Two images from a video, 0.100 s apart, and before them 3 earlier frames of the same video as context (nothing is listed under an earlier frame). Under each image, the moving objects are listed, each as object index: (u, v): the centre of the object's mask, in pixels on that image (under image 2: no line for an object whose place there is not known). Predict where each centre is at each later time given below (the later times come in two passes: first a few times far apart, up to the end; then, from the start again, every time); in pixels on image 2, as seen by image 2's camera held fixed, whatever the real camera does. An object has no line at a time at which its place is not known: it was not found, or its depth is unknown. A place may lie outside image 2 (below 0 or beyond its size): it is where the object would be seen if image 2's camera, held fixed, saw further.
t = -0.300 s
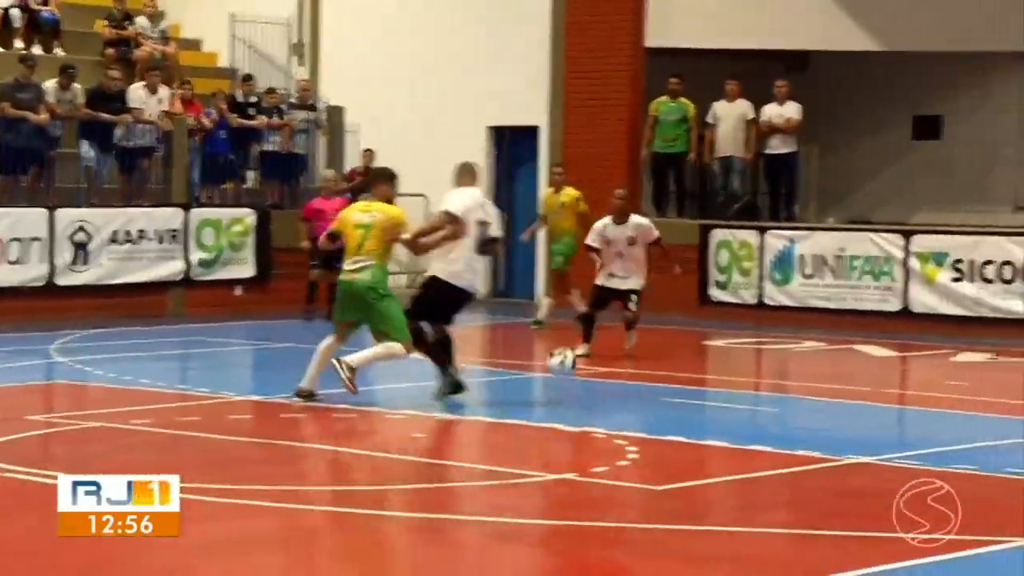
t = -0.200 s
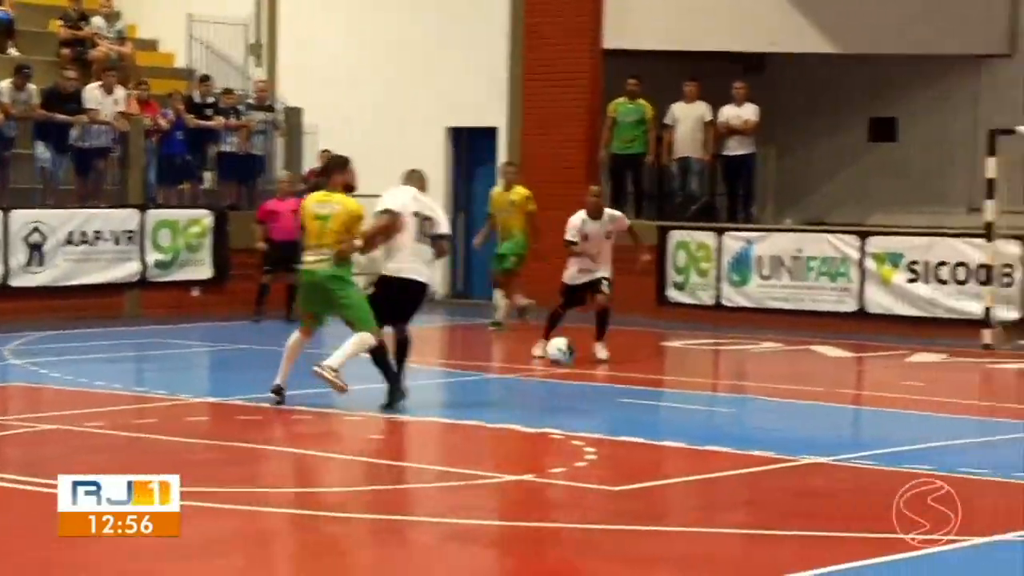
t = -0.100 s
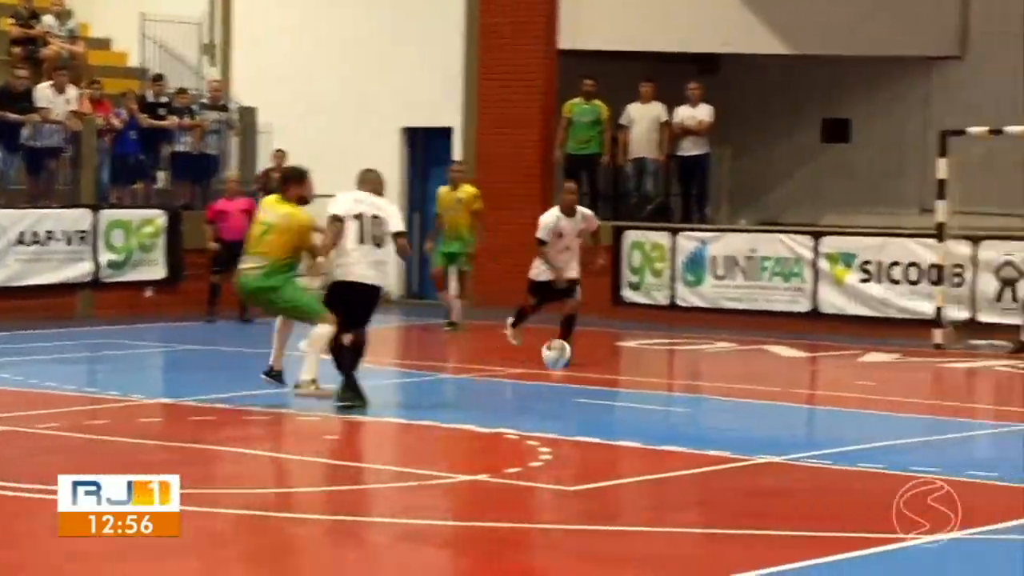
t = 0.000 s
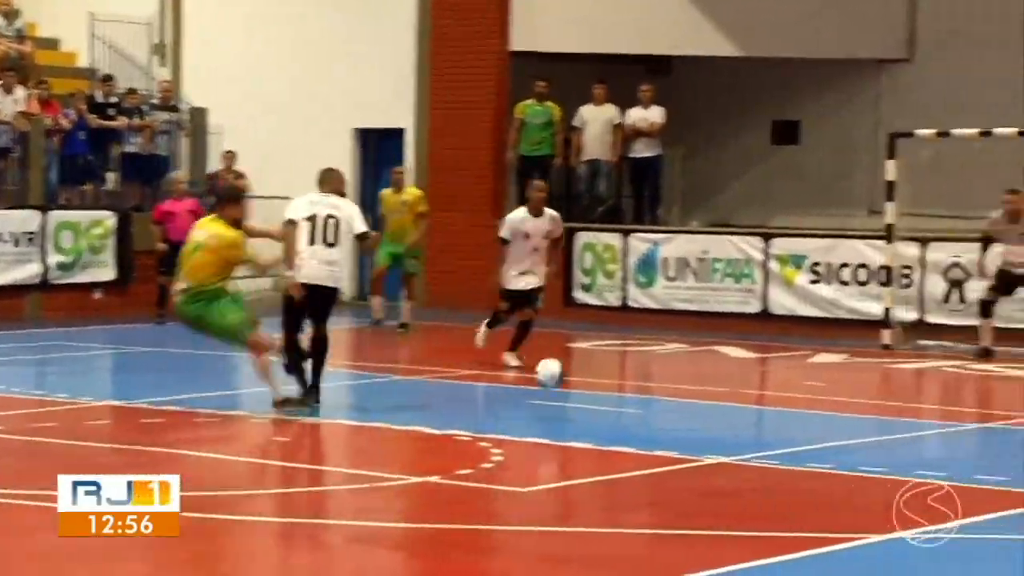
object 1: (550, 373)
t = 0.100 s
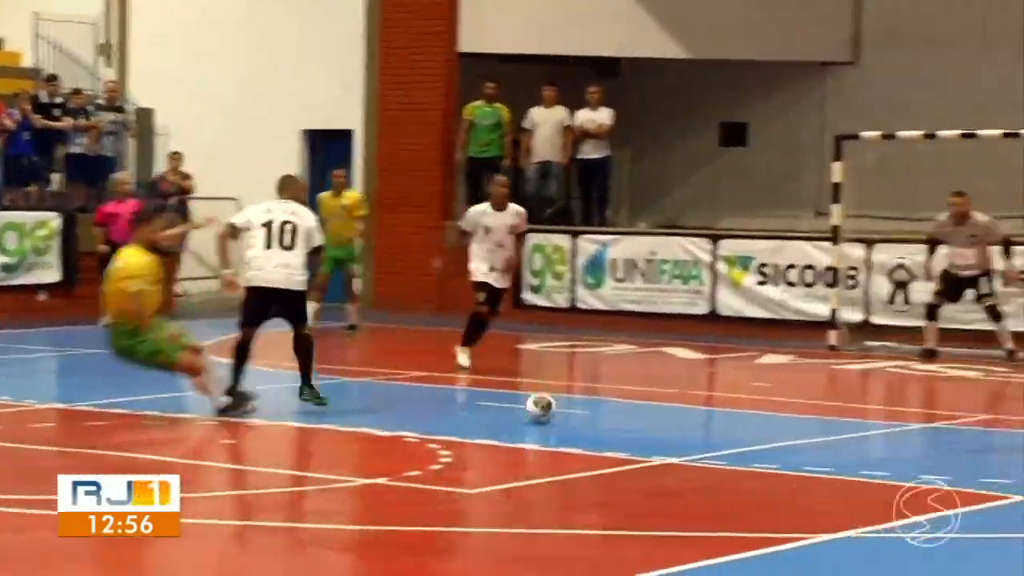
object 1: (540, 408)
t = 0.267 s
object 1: (614, 393)
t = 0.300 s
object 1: (627, 395)
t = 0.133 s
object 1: (554, 402)
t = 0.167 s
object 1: (569, 399)
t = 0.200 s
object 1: (583, 396)
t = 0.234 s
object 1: (598, 394)
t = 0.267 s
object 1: (614, 393)
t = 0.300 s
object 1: (627, 395)
